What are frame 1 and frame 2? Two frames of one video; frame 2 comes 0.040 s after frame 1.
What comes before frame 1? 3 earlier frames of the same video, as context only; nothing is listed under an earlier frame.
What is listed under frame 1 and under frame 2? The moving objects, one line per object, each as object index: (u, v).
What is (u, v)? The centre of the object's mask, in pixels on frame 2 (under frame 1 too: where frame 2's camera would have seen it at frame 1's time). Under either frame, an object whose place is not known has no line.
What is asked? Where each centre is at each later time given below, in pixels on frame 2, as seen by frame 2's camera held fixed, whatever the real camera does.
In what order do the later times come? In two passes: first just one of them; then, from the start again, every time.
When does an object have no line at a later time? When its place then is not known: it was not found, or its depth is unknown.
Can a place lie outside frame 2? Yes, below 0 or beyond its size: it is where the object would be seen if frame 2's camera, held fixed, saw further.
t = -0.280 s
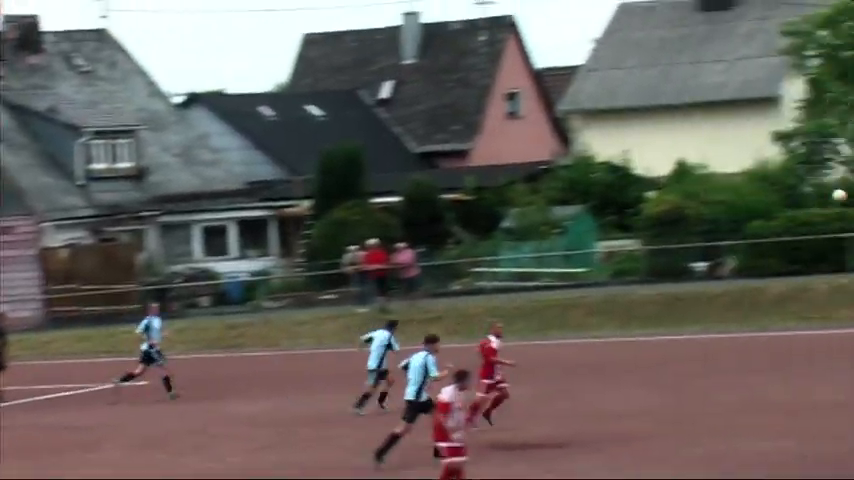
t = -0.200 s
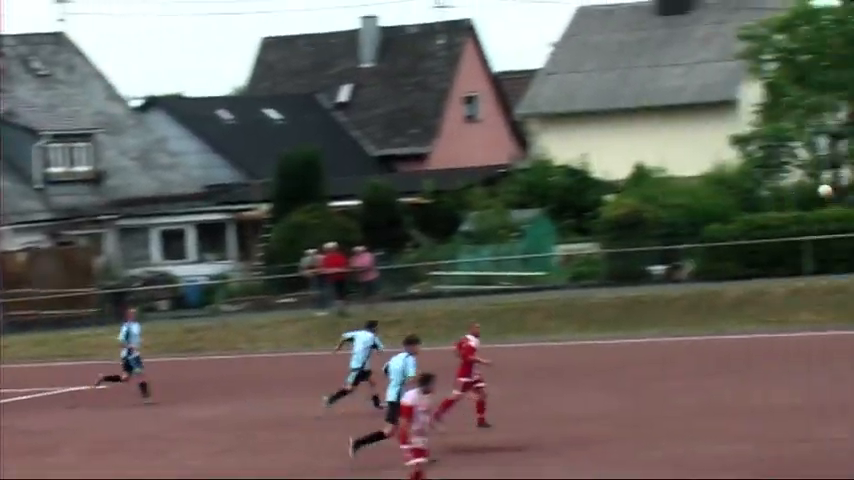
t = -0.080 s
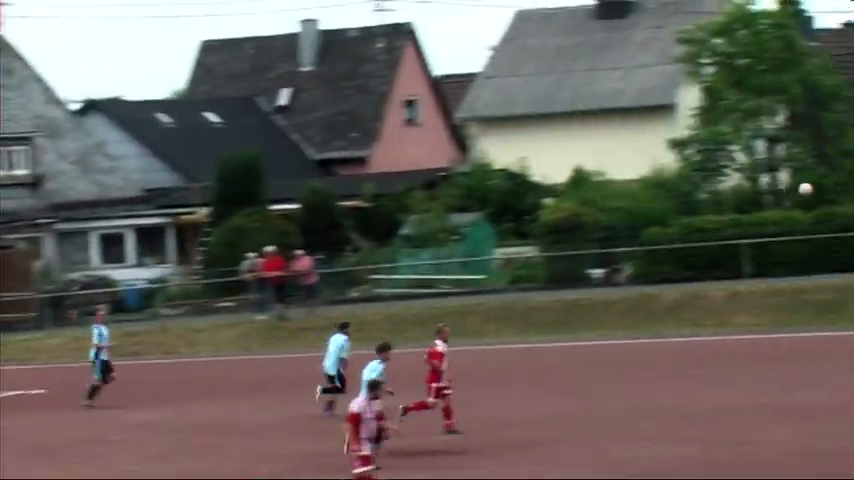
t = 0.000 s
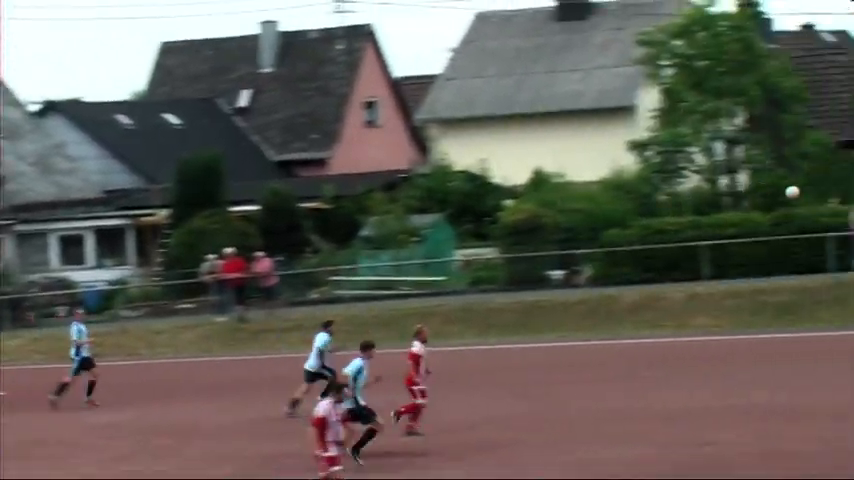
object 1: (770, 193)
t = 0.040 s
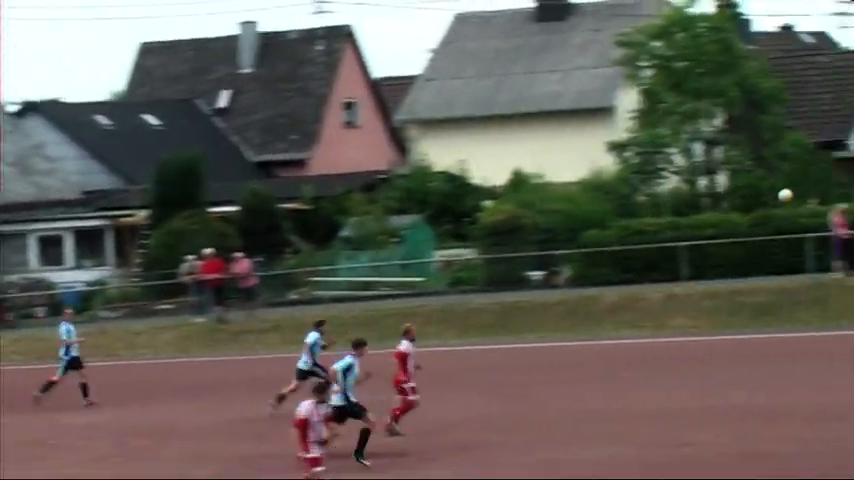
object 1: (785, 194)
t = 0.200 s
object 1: (841, 211)
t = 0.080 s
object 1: (799, 197)
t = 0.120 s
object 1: (813, 201)
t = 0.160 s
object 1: (828, 206)
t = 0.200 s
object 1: (841, 211)
